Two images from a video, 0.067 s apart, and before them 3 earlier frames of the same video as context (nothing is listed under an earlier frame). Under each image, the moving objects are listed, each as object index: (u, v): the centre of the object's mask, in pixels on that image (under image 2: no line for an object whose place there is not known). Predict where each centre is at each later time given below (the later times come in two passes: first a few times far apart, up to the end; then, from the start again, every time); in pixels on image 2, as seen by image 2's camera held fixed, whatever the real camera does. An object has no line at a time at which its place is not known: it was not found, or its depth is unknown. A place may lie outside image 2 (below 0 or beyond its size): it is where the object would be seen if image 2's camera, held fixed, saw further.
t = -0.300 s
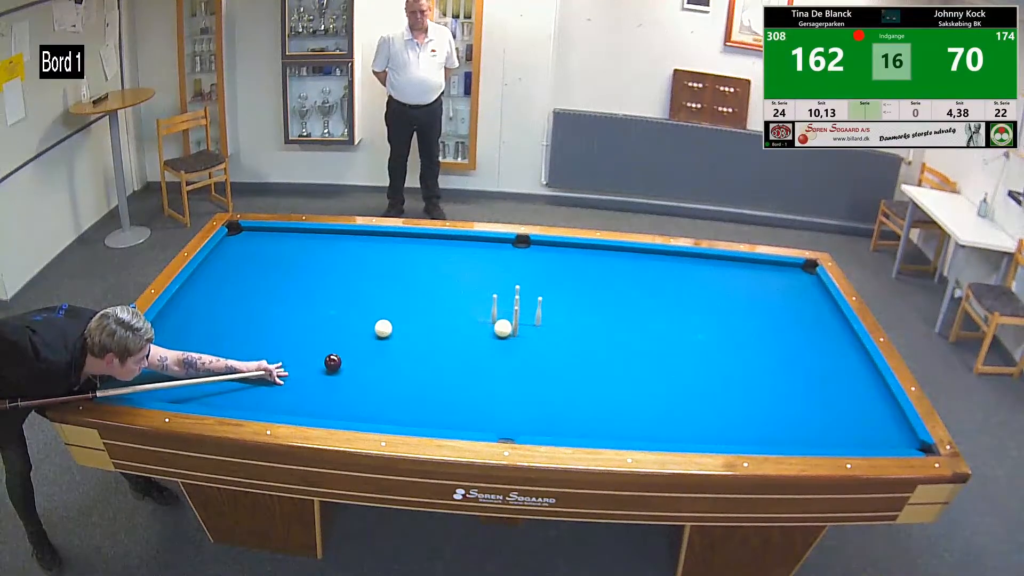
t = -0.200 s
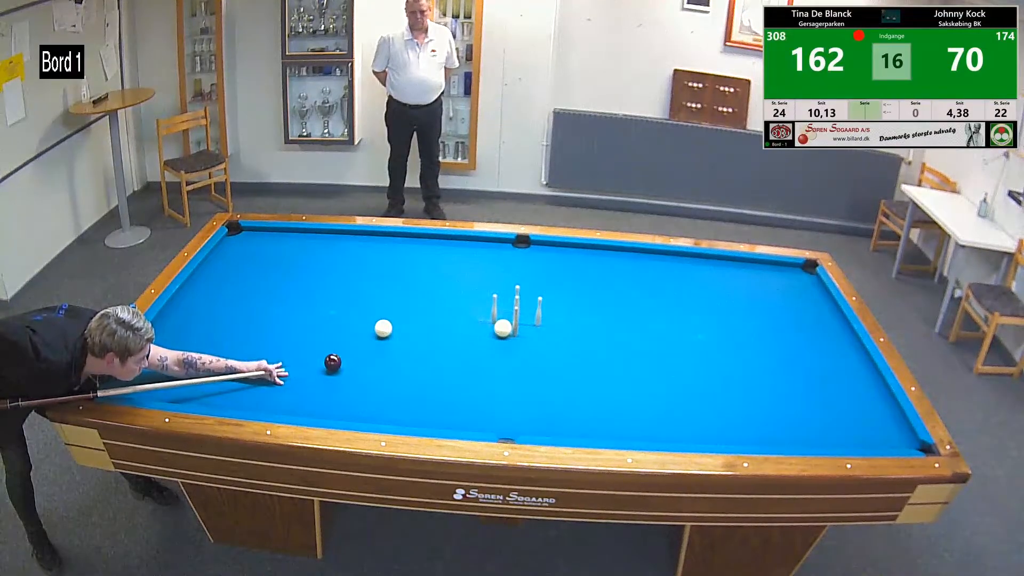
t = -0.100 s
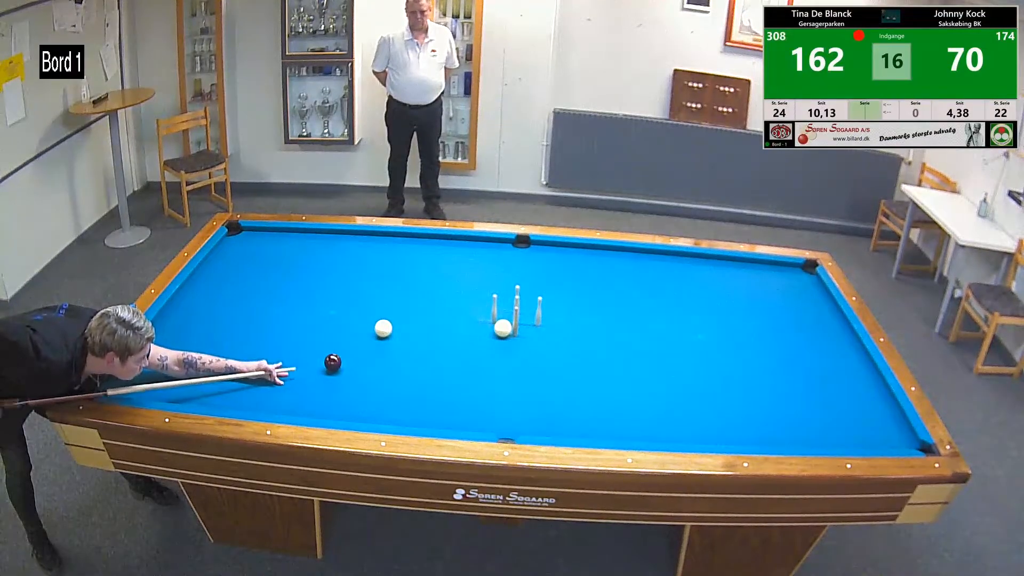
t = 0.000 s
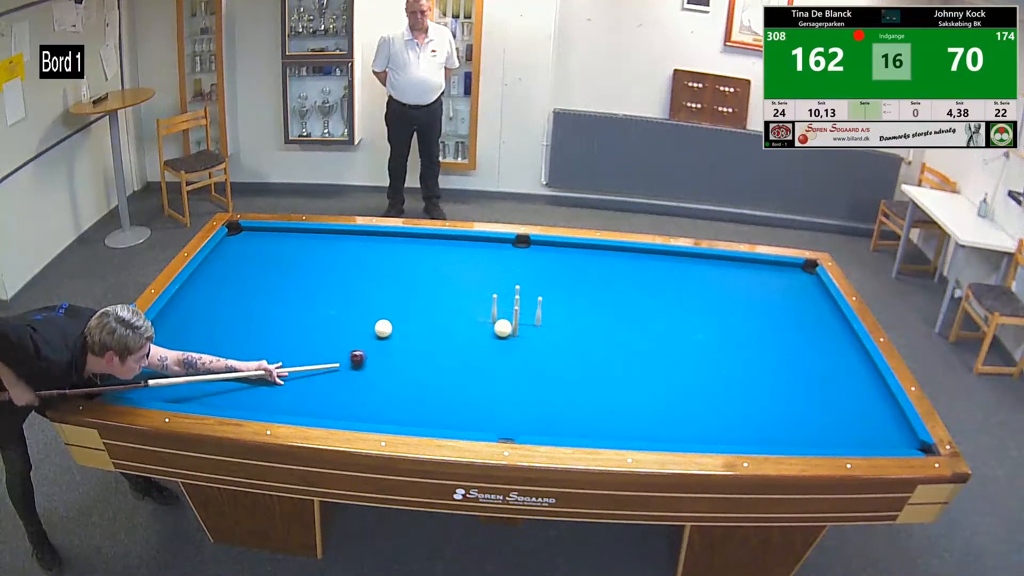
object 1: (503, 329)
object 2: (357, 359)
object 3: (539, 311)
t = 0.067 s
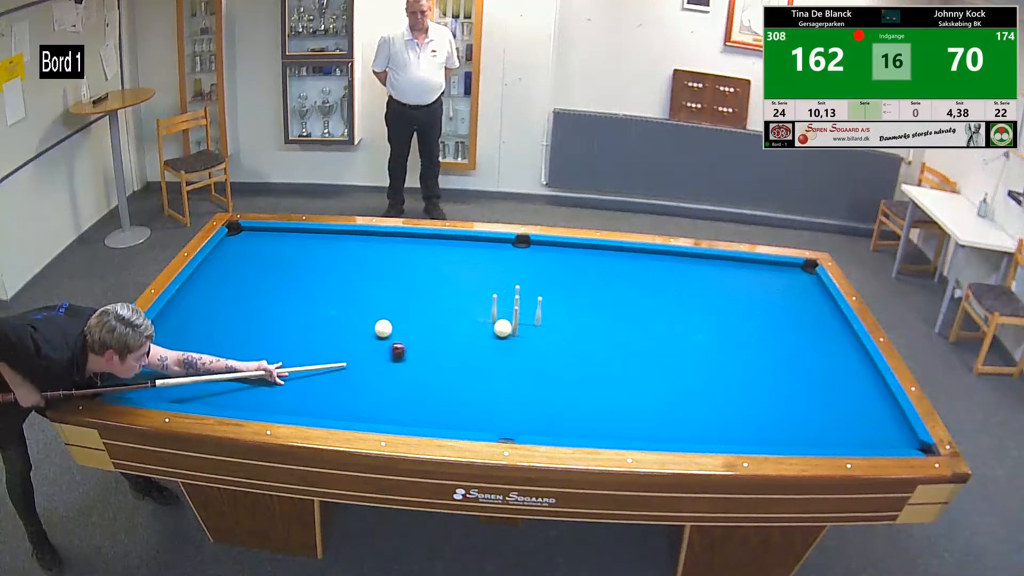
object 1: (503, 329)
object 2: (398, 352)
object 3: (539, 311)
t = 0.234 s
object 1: (503, 329)
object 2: (485, 336)
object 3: (538, 311)
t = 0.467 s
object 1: (555, 308)
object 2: (507, 343)
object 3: (598, 317)
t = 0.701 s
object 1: (595, 292)
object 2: (526, 352)
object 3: (652, 333)
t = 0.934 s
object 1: (631, 278)
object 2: (544, 361)
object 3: (676, 337)
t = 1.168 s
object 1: (662, 265)
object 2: (563, 369)
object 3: (679, 340)
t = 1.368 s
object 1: (687, 255)
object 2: (579, 376)
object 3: (681, 342)
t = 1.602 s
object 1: (712, 265)
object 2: (597, 384)
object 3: (682, 345)
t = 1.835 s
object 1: (737, 275)
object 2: (614, 392)
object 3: (683, 347)
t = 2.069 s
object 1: (762, 285)
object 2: (631, 400)
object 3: (683, 347)
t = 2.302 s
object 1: (786, 295)
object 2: (648, 408)
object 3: (683, 347)
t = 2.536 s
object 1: (811, 306)
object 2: (665, 415)
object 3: (683, 347)
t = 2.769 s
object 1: (835, 316)
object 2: (681, 422)
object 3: (682, 346)
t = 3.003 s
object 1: (836, 324)
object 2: (696, 428)
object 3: (682, 346)
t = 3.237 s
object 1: (830, 331)
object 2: (710, 434)
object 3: (682, 346)
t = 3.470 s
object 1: (823, 339)
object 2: (725, 438)
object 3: (682, 346)
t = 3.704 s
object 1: (816, 346)
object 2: (736, 440)
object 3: (682, 346)
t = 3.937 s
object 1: (809, 354)
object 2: (742, 438)
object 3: (682, 346)
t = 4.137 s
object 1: (802, 360)
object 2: (747, 437)
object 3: (682, 346)
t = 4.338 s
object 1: (796, 367)
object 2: (752, 436)
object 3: (682, 346)
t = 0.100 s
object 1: (503, 329)
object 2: (417, 348)
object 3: (538, 311)
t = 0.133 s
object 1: (503, 329)
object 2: (436, 345)
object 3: (538, 311)
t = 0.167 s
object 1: (503, 329)
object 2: (452, 342)
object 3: (538, 311)
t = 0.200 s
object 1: (503, 329)
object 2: (469, 338)
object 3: (538, 311)
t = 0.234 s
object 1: (503, 329)
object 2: (485, 336)
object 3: (538, 311)
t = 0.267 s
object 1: (509, 326)
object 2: (491, 336)
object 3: (539, 311)
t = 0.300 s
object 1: (519, 322)
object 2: (494, 337)
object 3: (539, 309)
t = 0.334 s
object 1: (528, 319)
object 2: (497, 338)
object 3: (540, 310)
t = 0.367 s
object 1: (535, 316)
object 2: (499, 340)
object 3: (540, 302)
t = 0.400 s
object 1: (542, 313)
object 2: (502, 341)
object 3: (569, 311)
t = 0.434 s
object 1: (549, 310)
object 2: (505, 342)
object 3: (588, 317)
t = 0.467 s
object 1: (555, 308)
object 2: (507, 343)
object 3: (598, 317)
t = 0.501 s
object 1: (561, 306)
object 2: (510, 344)
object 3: (608, 318)
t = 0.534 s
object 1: (567, 303)
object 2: (512, 346)
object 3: (618, 320)
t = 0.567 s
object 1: (573, 301)
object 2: (515, 347)
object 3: (626, 320)
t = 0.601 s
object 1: (578, 299)
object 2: (518, 348)
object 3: (633, 321)
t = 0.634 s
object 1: (584, 296)
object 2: (521, 350)
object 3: (640, 325)
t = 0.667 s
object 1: (590, 294)
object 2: (523, 351)
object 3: (646, 329)
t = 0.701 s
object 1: (595, 292)
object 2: (526, 352)
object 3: (652, 333)
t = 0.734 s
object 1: (600, 290)
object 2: (529, 353)
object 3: (657, 331)
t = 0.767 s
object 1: (606, 288)
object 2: (531, 355)
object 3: (661, 332)
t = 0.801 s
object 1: (611, 286)
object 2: (534, 356)
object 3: (665, 334)
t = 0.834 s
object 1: (616, 283)
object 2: (537, 357)
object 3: (669, 335)
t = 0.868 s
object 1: (621, 281)
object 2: (539, 358)
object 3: (672, 335)
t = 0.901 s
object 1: (626, 280)
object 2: (542, 360)
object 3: (674, 337)
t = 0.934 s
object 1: (631, 278)
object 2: (544, 361)
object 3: (676, 337)
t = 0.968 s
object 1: (635, 276)
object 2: (547, 362)
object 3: (678, 338)
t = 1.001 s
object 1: (640, 274)
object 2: (550, 363)
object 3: (678, 338)
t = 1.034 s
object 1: (645, 272)
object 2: (552, 364)
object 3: (678, 338)
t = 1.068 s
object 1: (649, 270)
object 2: (555, 365)
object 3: (678, 338)
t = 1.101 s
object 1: (654, 268)
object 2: (558, 367)
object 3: (678, 339)
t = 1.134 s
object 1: (658, 267)
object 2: (560, 368)
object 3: (679, 339)
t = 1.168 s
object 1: (662, 265)
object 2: (563, 369)
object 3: (679, 340)
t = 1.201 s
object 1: (666, 263)
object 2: (566, 370)
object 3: (680, 340)
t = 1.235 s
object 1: (671, 262)
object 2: (568, 371)
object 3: (680, 341)
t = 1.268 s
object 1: (675, 260)
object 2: (571, 372)
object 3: (680, 341)
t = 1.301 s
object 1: (679, 258)
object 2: (573, 374)
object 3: (681, 342)
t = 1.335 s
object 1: (683, 257)
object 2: (576, 375)
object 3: (681, 342)
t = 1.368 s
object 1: (687, 255)
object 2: (579, 376)
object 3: (681, 342)
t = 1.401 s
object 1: (690, 257)
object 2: (581, 377)
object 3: (682, 343)
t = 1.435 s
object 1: (694, 258)
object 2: (584, 378)
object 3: (682, 343)
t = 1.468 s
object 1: (698, 260)
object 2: (586, 380)
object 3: (682, 343)
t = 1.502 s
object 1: (701, 261)
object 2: (589, 381)
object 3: (682, 344)
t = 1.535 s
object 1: (705, 263)
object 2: (591, 382)
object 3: (682, 344)
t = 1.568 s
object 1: (708, 264)
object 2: (594, 383)
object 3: (682, 344)
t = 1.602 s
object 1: (712, 265)
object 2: (597, 384)
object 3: (682, 345)
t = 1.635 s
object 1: (715, 267)
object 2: (599, 385)
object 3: (682, 345)
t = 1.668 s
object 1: (719, 268)
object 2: (601, 386)
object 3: (682, 345)
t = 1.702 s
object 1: (722, 270)
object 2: (604, 388)
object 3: (682, 346)
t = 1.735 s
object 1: (726, 271)
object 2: (607, 389)
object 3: (682, 346)
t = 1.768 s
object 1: (730, 272)
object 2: (609, 390)
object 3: (682, 346)
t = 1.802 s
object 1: (733, 274)
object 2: (612, 391)
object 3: (682, 347)
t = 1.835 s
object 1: (737, 275)
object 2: (614, 392)
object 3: (683, 347)
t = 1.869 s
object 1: (741, 277)
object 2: (617, 393)
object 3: (683, 347)
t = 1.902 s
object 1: (744, 278)
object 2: (619, 394)
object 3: (683, 347)
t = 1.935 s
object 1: (748, 280)
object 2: (622, 396)
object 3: (683, 347)
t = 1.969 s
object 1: (751, 281)
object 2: (624, 397)
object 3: (682, 347)
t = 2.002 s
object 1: (755, 282)
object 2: (627, 398)
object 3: (682, 347)
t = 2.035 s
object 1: (758, 284)
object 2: (629, 399)
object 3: (683, 347)
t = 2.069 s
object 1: (762, 285)
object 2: (631, 400)
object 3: (683, 347)
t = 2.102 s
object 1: (765, 287)
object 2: (634, 401)
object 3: (683, 347)
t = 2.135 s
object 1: (769, 288)
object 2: (636, 402)
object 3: (682, 347)
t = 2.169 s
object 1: (772, 290)
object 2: (639, 403)
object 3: (682, 347)
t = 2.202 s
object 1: (776, 291)
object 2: (641, 404)
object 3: (682, 347)
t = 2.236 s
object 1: (779, 292)
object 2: (643, 405)
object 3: (683, 347)
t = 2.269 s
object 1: (783, 294)
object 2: (646, 407)
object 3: (683, 347)
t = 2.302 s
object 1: (786, 295)
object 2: (648, 408)
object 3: (683, 347)
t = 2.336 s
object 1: (790, 297)
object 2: (651, 409)
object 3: (683, 347)
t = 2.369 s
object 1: (794, 298)
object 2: (653, 410)
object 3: (683, 347)
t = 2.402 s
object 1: (797, 300)
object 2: (655, 411)
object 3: (683, 347)
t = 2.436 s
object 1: (801, 301)
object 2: (658, 412)
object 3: (683, 347)
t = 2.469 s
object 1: (804, 303)
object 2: (660, 413)
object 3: (683, 347)
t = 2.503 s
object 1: (807, 304)
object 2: (662, 414)
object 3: (683, 347)
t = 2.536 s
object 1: (811, 306)
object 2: (665, 415)
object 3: (683, 347)
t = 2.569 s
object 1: (815, 307)
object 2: (667, 416)
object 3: (682, 347)
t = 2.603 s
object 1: (818, 309)
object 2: (670, 417)
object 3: (682, 346)
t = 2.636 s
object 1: (821, 310)
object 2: (672, 418)
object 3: (682, 346)
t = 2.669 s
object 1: (825, 311)
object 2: (674, 419)
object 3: (682, 346)
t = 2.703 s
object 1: (828, 313)
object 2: (676, 419)
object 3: (682, 346)
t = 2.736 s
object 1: (832, 314)
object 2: (678, 421)
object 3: (682, 346)
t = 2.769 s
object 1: (835, 316)
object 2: (681, 422)
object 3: (682, 346)
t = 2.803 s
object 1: (838, 317)
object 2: (683, 423)
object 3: (682, 346)
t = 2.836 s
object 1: (841, 318)
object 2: (685, 423)
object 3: (683, 346)
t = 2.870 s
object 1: (840, 319)
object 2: (687, 424)
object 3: (683, 346)
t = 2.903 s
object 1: (839, 321)
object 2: (689, 425)
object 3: (682, 346)
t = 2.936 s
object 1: (838, 322)
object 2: (692, 426)
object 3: (683, 346)
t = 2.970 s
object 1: (837, 323)
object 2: (694, 427)
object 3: (683, 346)
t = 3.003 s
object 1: (836, 324)
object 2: (696, 428)
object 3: (682, 346)
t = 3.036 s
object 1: (835, 325)
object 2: (698, 429)
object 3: (682, 346)
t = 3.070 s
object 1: (834, 326)
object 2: (700, 430)
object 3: (682, 346)
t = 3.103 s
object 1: (833, 327)
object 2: (702, 431)
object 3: (682, 346)
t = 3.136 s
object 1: (832, 328)
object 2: (704, 432)
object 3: (682, 346)
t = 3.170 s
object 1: (831, 329)
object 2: (706, 432)
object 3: (682, 346)
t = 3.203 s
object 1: (831, 330)
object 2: (708, 433)
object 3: (682, 346)
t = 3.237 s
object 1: (830, 331)
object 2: (710, 434)
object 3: (682, 346)
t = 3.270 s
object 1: (828, 332)
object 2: (712, 435)
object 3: (682, 346)
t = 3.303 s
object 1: (827, 333)
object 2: (714, 435)
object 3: (682, 346)
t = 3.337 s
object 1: (827, 334)
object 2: (717, 436)
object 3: (682, 346)
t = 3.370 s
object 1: (826, 335)
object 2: (719, 436)
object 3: (682, 346)
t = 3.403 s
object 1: (825, 337)
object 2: (721, 437)
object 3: (682, 346)
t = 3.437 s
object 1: (824, 338)
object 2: (723, 437)
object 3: (682, 346)
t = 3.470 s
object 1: (823, 339)
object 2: (725, 438)
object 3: (682, 346)
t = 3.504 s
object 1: (822, 340)
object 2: (727, 438)
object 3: (682, 346)
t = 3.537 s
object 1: (821, 341)
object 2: (729, 439)
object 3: (682, 346)
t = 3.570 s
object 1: (820, 342)
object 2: (731, 439)
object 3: (682, 346)
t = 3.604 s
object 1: (819, 343)
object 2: (732, 440)
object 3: (682, 346)
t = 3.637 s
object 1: (818, 344)
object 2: (734, 440)
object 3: (682, 346)
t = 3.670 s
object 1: (817, 345)
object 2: (735, 440)
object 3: (682, 346)
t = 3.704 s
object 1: (816, 346)
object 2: (736, 440)
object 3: (682, 346)
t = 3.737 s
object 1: (815, 347)
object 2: (737, 439)
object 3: (682, 346)
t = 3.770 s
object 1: (814, 348)
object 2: (738, 439)
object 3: (682, 346)
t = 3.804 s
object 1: (813, 349)
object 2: (739, 439)
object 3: (682, 346)
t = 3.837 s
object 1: (811, 350)
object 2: (740, 439)
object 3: (682, 346)
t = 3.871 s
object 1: (811, 352)
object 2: (741, 439)
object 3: (682, 346)
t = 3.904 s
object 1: (809, 353)
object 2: (741, 438)
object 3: (682, 346)
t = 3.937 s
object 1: (809, 354)
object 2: (742, 438)
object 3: (682, 346)
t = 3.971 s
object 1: (807, 355)
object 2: (743, 438)
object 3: (682, 346)
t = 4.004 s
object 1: (806, 356)
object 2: (744, 438)
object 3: (682, 346)
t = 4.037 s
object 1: (806, 357)
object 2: (745, 438)
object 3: (682, 346)
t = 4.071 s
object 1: (804, 358)
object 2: (745, 438)
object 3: (682, 346)
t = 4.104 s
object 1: (803, 359)
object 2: (746, 437)
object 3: (682, 346)
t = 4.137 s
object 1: (802, 360)
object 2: (747, 437)
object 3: (682, 346)
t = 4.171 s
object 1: (801, 362)
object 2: (748, 437)
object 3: (682, 346)
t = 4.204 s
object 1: (800, 363)
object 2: (749, 437)
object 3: (683, 346)
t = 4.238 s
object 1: (799, 364)
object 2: (749, 437)
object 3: (683, 346)
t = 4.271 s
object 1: (798, 365)
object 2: (750, 437)
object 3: (683, 346)
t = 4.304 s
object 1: (797, 366)
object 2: (751, 436)
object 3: (683, 346)
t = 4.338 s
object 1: (796, 367)
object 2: (752, 436)
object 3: (682, 346)
